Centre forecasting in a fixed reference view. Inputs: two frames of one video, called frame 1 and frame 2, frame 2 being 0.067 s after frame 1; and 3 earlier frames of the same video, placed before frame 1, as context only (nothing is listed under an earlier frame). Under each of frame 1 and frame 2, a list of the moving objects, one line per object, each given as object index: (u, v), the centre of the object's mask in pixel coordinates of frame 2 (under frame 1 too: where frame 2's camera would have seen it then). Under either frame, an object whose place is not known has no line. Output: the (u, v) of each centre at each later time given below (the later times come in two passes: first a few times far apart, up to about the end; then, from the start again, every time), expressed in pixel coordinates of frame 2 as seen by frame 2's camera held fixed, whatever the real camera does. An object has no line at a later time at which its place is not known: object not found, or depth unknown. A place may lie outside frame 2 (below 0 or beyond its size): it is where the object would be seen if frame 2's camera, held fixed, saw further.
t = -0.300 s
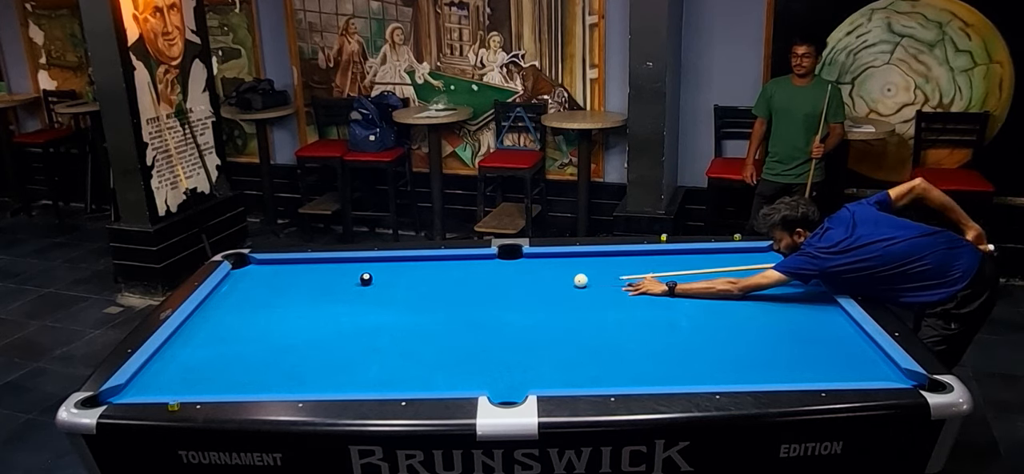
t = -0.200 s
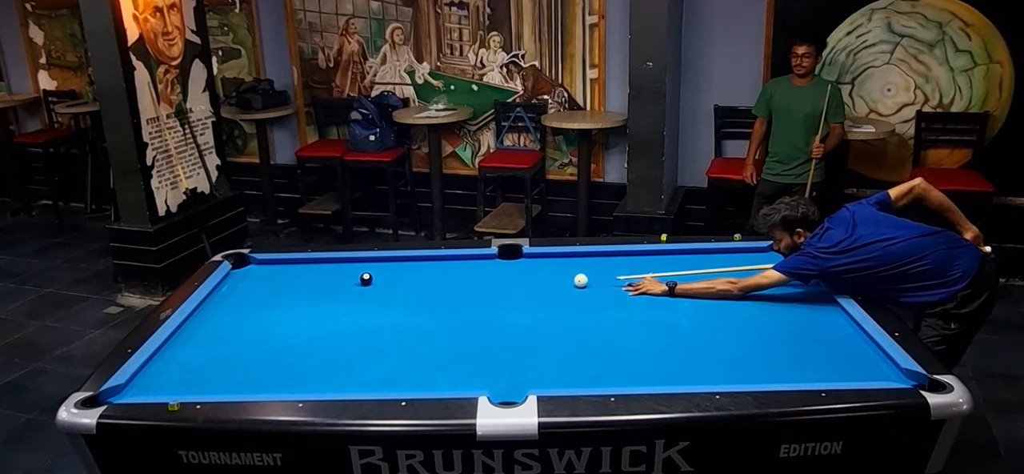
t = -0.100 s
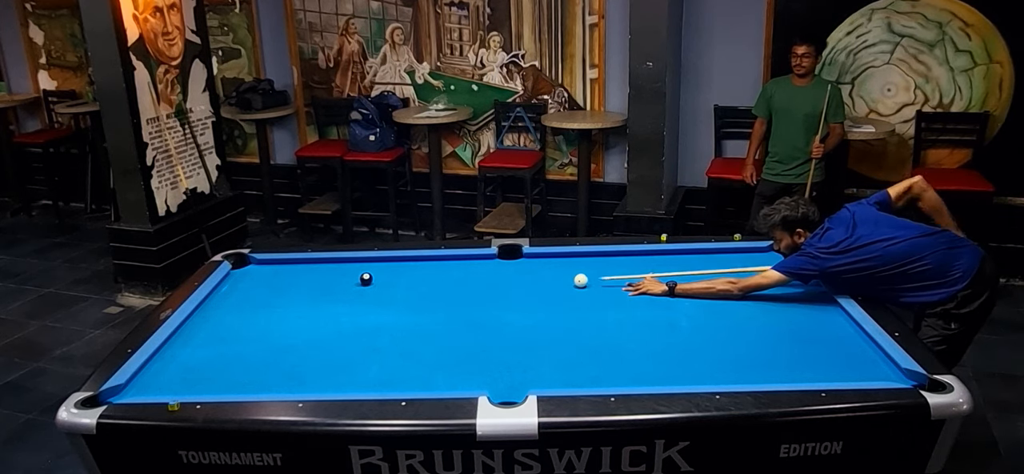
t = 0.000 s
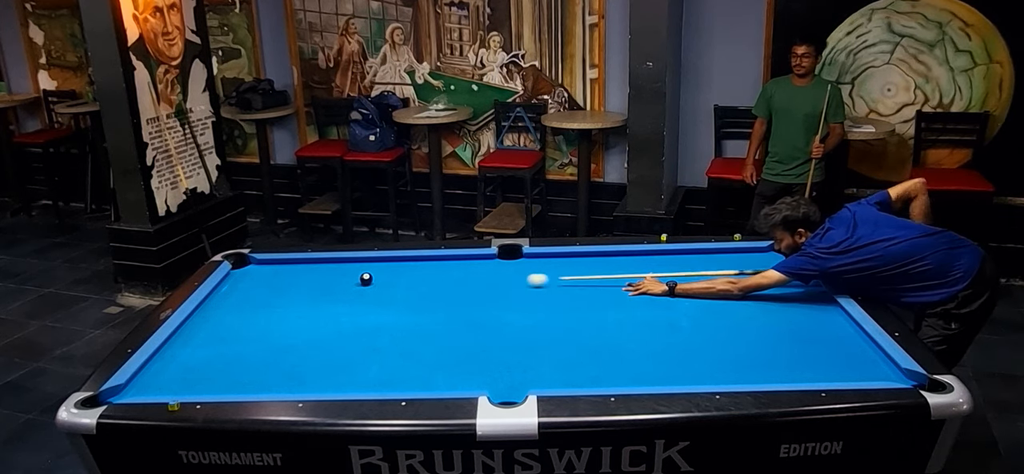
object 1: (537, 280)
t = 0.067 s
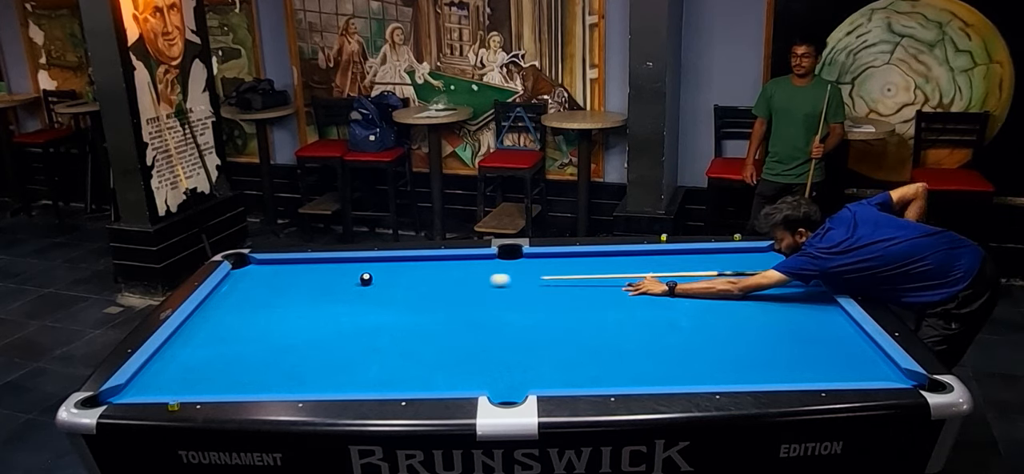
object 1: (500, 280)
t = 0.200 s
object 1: (432, 280)
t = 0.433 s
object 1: (368, 283)
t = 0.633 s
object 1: (338, 287)
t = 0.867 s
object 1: (302, 292)
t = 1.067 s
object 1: (273, 296)
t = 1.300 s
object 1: (238, 301)
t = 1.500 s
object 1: (209, 305)
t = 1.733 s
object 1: (215, 308)
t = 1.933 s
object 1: (228, 309)
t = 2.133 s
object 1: (241, 310)
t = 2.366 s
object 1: (256, 312)
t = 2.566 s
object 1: (267, 313)
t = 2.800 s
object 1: (281, 314)
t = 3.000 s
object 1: (291, 315)
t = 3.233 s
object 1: (303, 316)
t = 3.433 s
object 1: (312, 317)
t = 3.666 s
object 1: (322, 318)
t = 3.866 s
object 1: (330, 319)
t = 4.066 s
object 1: (338, 319)
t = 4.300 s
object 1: (346, 320)
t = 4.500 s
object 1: (352, 320)
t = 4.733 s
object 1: (358, 321)
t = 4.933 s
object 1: (362, 321)
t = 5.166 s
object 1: (365, 321)
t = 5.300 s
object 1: (367, 321)
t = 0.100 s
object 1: (482, 280)
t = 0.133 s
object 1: (465, 280)
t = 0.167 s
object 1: (449, 280)
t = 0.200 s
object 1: (432, 280)
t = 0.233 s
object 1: (416, 280)
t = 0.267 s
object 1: (400, 280)
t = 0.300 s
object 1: (383, 280)
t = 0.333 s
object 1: (376, 280)
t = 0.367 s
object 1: (375, 281)
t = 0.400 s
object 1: (371, 282)
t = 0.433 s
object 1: (368, 283)
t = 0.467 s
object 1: (363, 284)
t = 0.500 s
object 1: (358, 284)
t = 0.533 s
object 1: (353, 285)
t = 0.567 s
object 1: (348, 286)
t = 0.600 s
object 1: (342, 287)
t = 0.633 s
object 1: (338, 287)
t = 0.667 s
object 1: (333, 288)
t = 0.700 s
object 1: (327, 289)
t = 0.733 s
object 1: (322, 289)
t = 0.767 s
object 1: (317, 290)
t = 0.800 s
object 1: (312, 291)
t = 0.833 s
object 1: (307, 291)
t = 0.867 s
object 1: (302, 292)
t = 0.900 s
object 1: (297, 293)
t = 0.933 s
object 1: (292, 294)
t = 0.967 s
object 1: (287, 294)
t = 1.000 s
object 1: (282, 295)
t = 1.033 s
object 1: (277, 296)
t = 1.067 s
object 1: (273, 296)
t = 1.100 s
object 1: (268, 297)
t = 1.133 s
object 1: (263, 298)
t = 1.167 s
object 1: (258, 298)
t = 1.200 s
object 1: (253, 299)
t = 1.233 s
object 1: (248, 300)
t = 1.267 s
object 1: (243, 300)
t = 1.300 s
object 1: (238, 301)
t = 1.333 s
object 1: (233, 302)
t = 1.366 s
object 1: (229, 303)
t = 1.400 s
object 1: (224, 303)
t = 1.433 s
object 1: (219, 304)
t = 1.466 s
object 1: (214, 304)
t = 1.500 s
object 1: (209, 305)
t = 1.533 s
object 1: (205, 306)
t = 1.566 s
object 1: (204, 306)
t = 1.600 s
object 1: (206, 307)
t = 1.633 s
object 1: (208, 307)
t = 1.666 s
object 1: (211, 307)
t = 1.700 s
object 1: (213, 307)
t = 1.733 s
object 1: (215, 308)
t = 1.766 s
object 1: (217, 308)
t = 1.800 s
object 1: (220, 308)
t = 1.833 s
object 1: (222, 308)
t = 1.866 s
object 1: (224, 308)
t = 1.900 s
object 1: (226, 309)
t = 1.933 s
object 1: (228, 309)
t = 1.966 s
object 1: (231, 309)
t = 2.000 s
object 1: (233, 309)
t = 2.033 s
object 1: (235, 310)
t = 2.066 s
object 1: (237, 310)
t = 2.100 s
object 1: (239, 310)
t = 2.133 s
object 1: (241, 310)
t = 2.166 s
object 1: (243, 310)
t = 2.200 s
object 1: (245, 311)
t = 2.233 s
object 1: (247, 311)
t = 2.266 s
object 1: (250, 311)
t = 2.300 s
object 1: (252, 311)
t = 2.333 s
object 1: (253, 312)
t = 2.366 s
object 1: (256, 312)
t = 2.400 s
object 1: (258, 312)
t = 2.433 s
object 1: (260, 312)
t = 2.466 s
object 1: (262, 312)
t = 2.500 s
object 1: (264, 313)
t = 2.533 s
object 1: (266, 313)
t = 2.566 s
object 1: (267, 313)
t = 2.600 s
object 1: (269, 313)
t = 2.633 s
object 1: (271, 313)
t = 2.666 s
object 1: (273, 313)
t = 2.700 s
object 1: (275, 314)
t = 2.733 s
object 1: (277, 314)
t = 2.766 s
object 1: (279, 314)
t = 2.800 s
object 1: (281, 314)
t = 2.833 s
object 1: (282, 314)
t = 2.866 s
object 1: (284, 315)
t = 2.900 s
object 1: (286, 315)
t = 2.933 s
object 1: (288, 315)
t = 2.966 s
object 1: (289, 315)
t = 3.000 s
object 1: (291, 315)
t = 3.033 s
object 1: (293, 316)
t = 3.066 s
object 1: (294, 316)
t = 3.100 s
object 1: (296, 316)
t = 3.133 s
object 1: (298, 316)
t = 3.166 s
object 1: (299, 316)
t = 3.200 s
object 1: (301, 316)
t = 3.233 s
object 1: (303, 316)
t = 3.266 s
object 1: (304, 317)
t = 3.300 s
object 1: (306, 317)
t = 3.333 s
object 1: (307, 317)
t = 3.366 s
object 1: (309, 317)
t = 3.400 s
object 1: (311, 317)
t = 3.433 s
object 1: (312, 317)
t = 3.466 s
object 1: (314, 317)
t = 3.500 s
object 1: (315, 318)
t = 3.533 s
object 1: (317, 318)
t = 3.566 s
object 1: (318, 318)
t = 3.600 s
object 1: (320, 318)
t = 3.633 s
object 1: (321, 318)
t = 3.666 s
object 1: (322, 318)
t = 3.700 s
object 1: (324, 319)
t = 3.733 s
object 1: (325, 318)
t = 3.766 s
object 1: (327, 319)
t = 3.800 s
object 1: (328, 319)
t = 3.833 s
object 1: (329, 319)
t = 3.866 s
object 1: (330, 319)
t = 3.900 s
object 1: (332, 319)
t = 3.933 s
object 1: (333, 319)
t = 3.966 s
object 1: (334, 319)
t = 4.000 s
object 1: (335, 319)
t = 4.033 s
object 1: (337, 319)
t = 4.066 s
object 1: (338, 319)
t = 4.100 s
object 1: (339, 320)
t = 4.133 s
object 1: (341, 319)
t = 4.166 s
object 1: (341, 320)
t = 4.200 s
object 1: (343, 320)
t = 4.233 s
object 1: (344, 320)
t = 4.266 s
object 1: (345, 320)
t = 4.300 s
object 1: (346, 320)
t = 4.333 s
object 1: (347, 320)
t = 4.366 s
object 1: (348, 320)
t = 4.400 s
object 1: (349, 320)
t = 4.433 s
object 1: (350, 320)
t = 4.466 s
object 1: (351, 320)
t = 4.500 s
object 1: (352, 320)
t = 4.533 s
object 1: (353, 320)
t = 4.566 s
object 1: (353, 320)
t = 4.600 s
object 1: (354, 320)
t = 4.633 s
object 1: (355, 320)
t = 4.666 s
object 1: (356, 320)
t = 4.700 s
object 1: (357, 321)
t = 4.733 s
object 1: (358, 321)
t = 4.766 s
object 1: (358, 320)
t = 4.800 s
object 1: (359, 320)
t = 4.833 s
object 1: (360, 320)
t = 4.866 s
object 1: (360, 320)
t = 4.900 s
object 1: (361, 321)
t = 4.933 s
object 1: (362, 321)
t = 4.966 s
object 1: (362, 321)
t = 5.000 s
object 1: (363, 321)
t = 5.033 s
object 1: (363, 321)
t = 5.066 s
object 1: (364, 321)
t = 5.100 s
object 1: (364, 321)
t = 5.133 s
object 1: (365, 321)
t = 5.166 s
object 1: (365, 321)
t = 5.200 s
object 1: (366, 321)
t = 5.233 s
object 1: (366, 321)
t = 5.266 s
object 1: (367, 321)
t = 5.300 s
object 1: (367, 321)
